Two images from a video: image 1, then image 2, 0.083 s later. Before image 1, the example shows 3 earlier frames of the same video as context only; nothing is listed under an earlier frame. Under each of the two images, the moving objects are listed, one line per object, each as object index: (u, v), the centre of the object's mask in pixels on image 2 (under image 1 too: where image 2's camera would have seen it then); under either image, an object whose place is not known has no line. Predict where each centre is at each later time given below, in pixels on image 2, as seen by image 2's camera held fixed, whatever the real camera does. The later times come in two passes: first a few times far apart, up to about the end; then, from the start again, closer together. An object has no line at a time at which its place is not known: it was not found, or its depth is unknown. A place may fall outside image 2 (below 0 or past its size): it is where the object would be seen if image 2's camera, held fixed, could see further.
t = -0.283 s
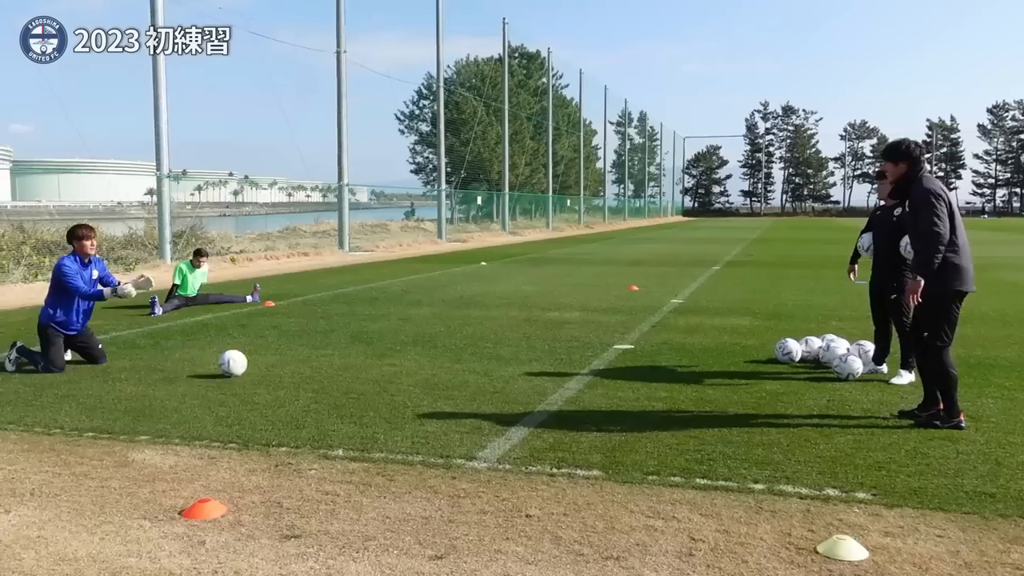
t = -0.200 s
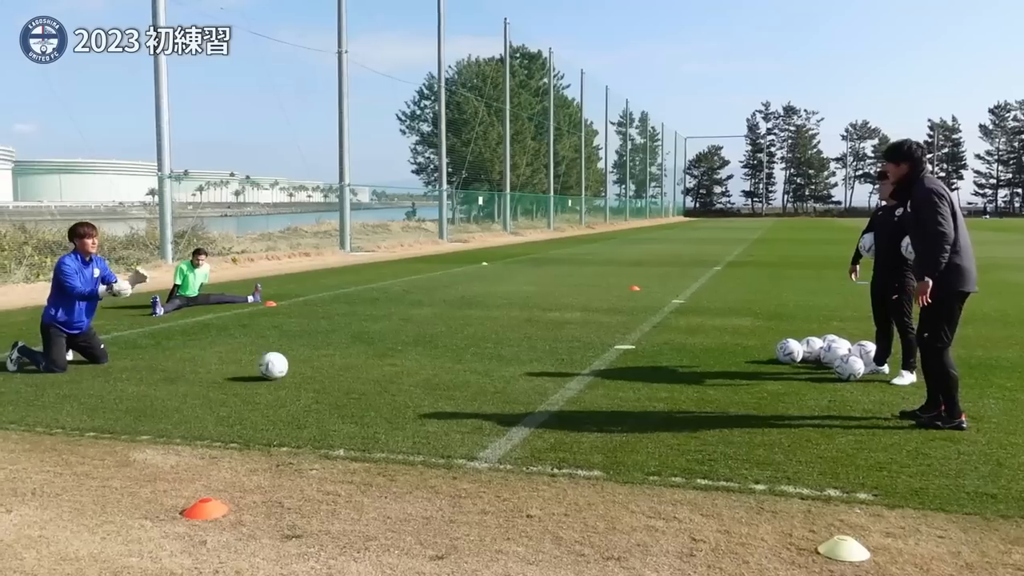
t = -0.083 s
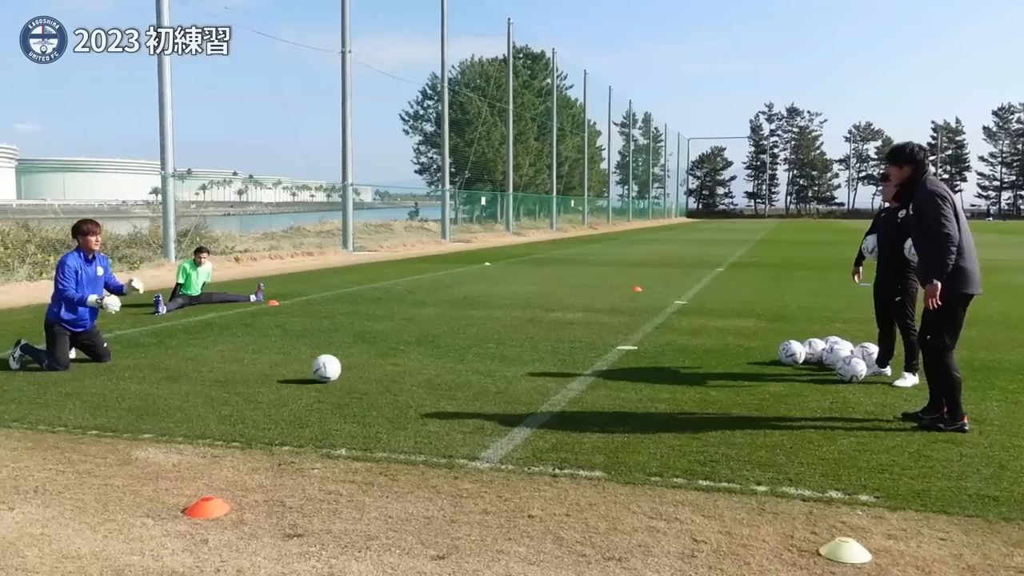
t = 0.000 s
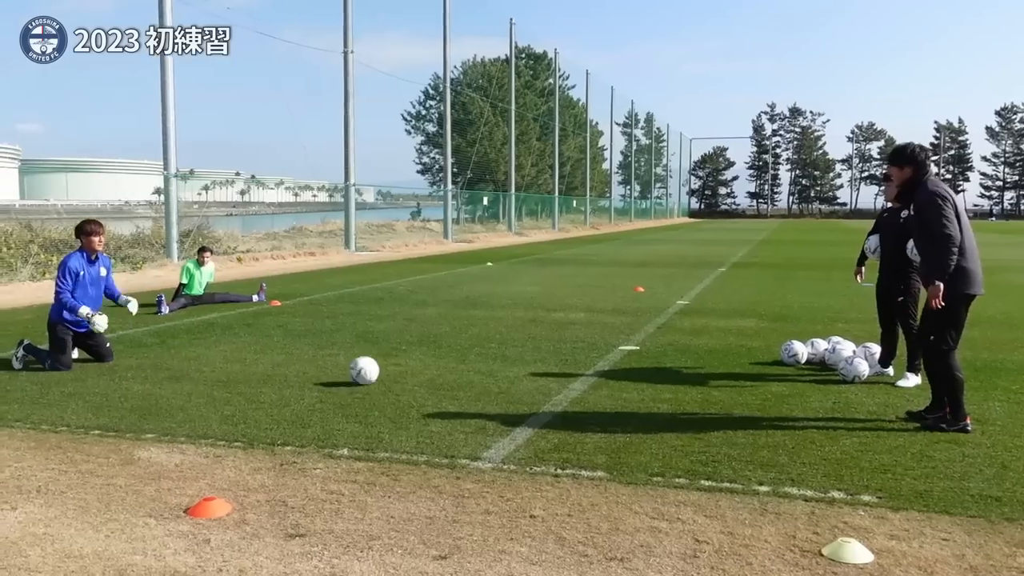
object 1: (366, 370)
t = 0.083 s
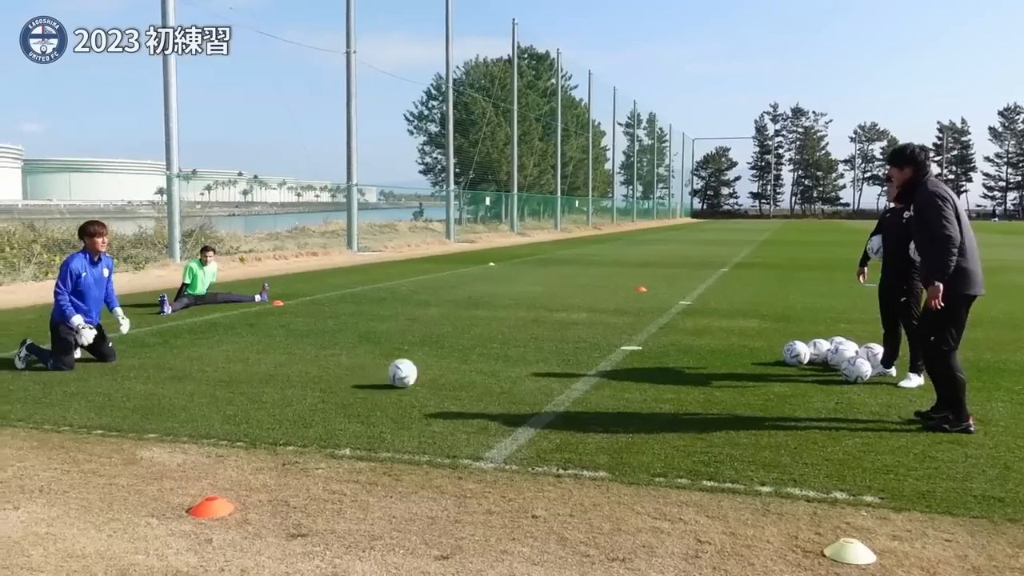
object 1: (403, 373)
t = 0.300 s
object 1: (499, 380)
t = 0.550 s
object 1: (614, 387)
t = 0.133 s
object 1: (424, 374)
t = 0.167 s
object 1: (439, 375)
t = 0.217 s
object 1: (461, 377)
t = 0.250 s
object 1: (476, 378)
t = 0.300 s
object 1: (499, 380)
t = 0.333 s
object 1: (513, 381)
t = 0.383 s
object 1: (536, 382)
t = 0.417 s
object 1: (552, 383)
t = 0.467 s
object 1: (575, 384)
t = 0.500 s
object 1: (590, 385)
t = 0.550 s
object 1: (614, 387)
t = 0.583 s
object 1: (630, 387)
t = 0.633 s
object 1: (653, 390)
